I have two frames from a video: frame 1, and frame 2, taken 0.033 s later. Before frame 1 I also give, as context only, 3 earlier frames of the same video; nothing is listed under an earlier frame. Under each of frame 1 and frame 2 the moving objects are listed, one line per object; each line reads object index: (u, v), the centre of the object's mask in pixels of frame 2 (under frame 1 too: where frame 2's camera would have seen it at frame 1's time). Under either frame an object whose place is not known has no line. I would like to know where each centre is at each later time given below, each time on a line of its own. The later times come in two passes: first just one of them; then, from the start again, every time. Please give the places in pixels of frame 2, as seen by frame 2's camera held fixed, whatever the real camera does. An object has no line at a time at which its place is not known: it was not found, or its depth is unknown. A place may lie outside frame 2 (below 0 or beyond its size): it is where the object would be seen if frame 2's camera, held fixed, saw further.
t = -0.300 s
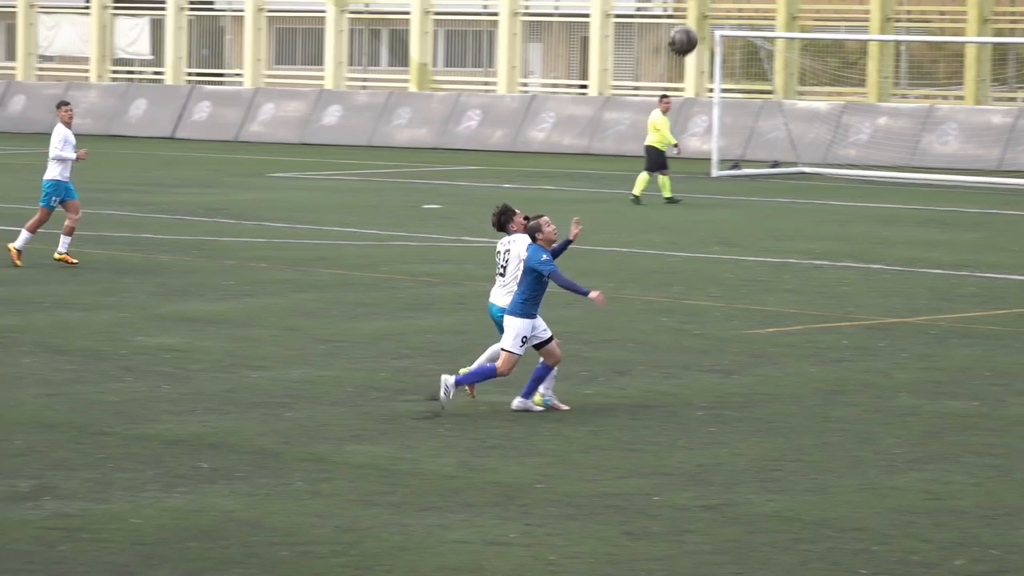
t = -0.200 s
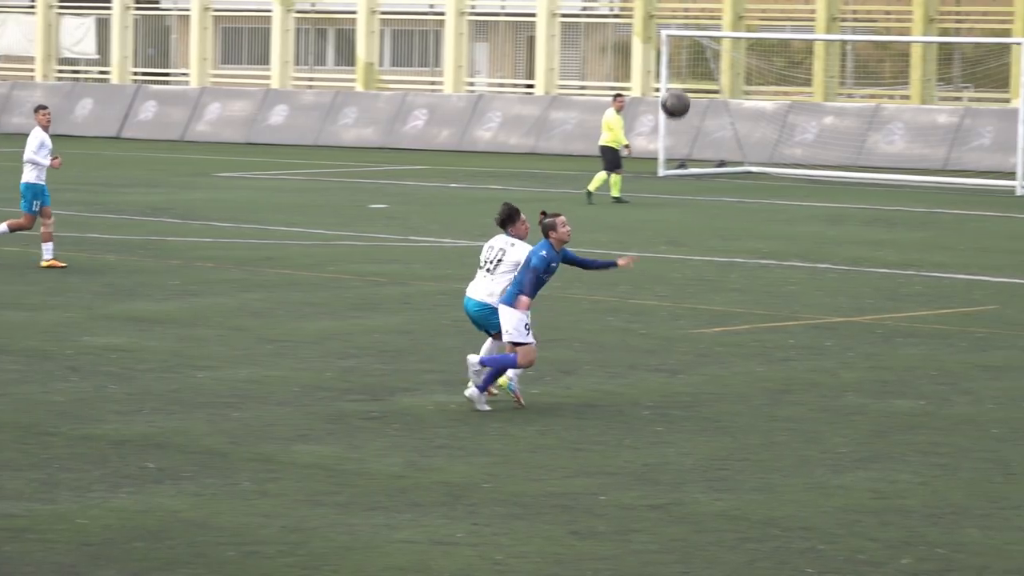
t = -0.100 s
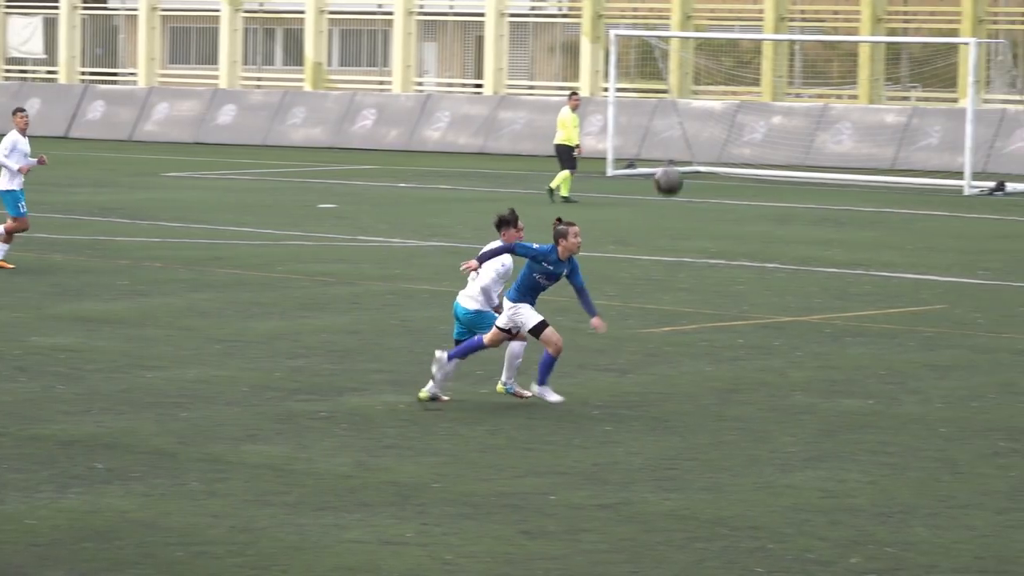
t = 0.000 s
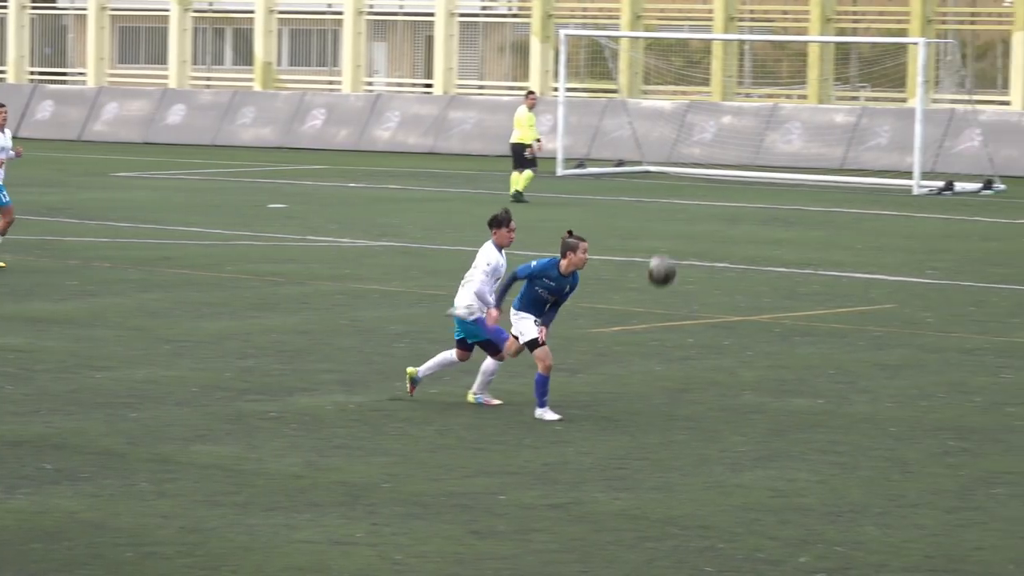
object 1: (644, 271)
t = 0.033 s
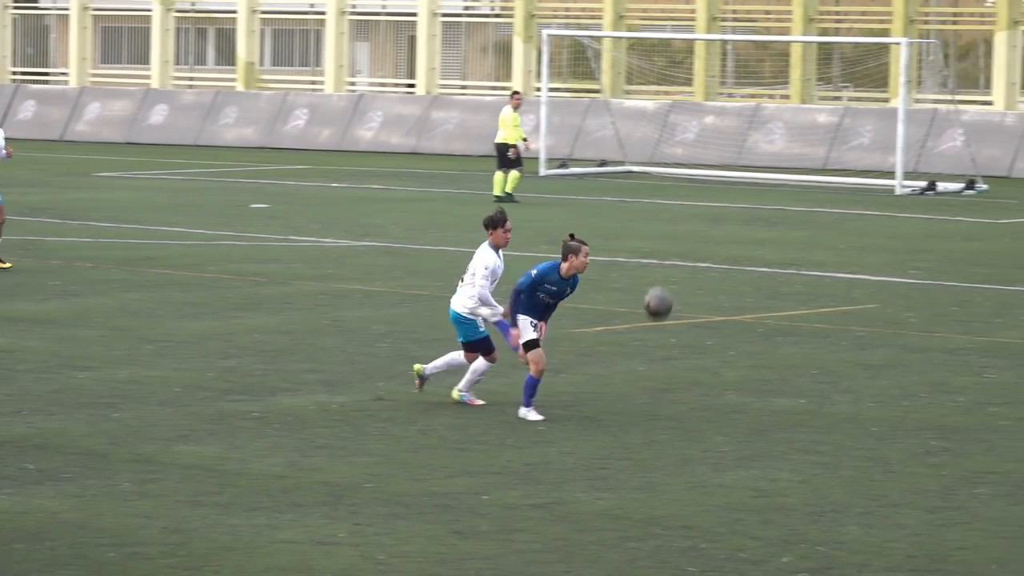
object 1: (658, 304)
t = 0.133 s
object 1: (696, 411)
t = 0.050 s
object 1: (664, 320)
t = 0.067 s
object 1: (671, 338)
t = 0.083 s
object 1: (678, 355)
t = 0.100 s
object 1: (685, 374)
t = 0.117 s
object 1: (690, 393)
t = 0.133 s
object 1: (696, 411)
